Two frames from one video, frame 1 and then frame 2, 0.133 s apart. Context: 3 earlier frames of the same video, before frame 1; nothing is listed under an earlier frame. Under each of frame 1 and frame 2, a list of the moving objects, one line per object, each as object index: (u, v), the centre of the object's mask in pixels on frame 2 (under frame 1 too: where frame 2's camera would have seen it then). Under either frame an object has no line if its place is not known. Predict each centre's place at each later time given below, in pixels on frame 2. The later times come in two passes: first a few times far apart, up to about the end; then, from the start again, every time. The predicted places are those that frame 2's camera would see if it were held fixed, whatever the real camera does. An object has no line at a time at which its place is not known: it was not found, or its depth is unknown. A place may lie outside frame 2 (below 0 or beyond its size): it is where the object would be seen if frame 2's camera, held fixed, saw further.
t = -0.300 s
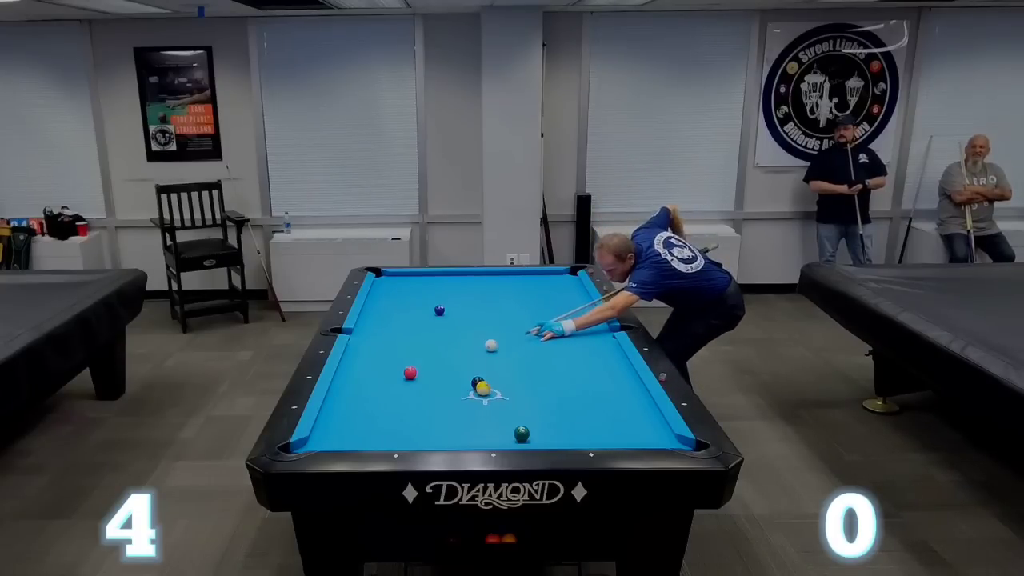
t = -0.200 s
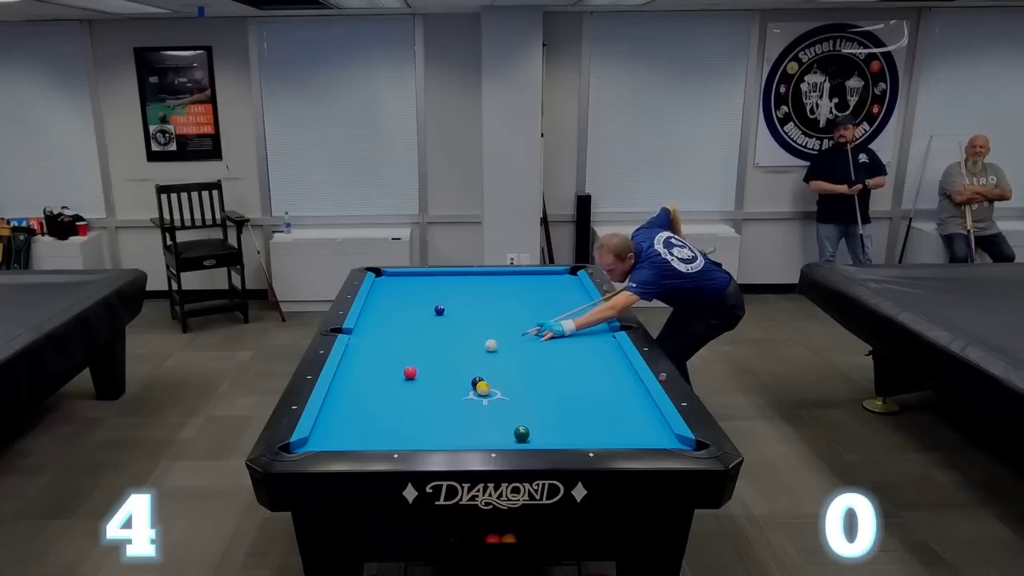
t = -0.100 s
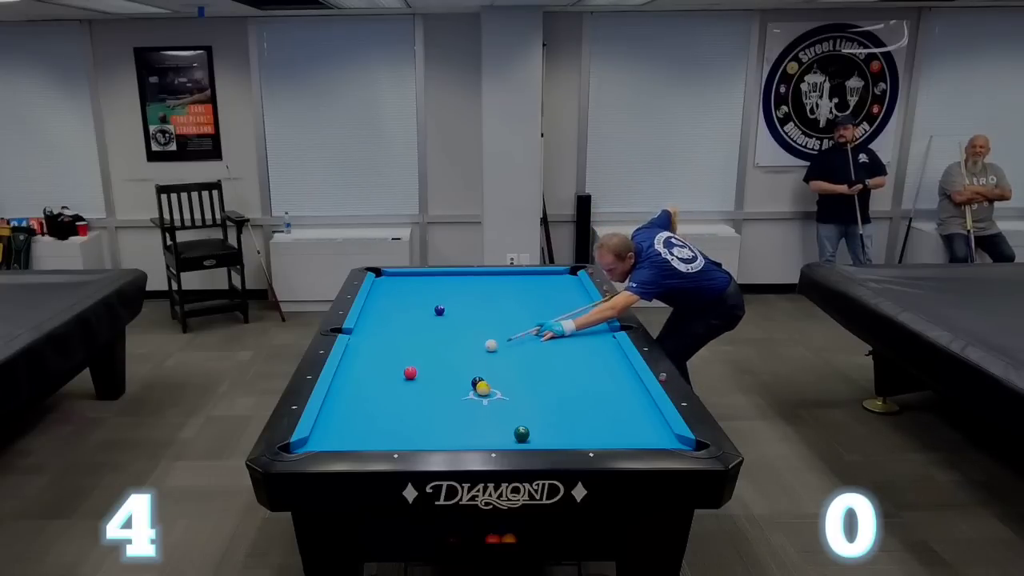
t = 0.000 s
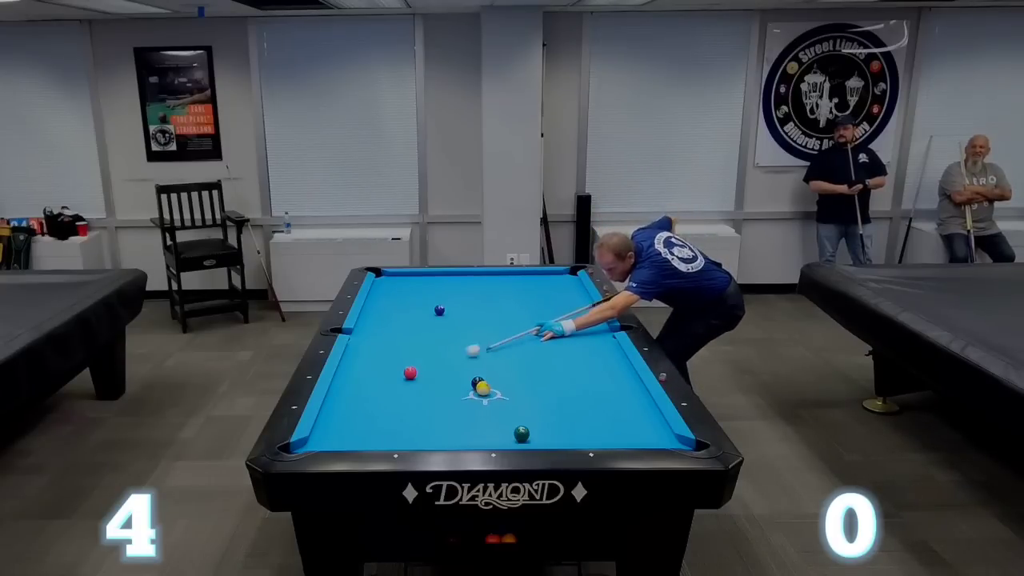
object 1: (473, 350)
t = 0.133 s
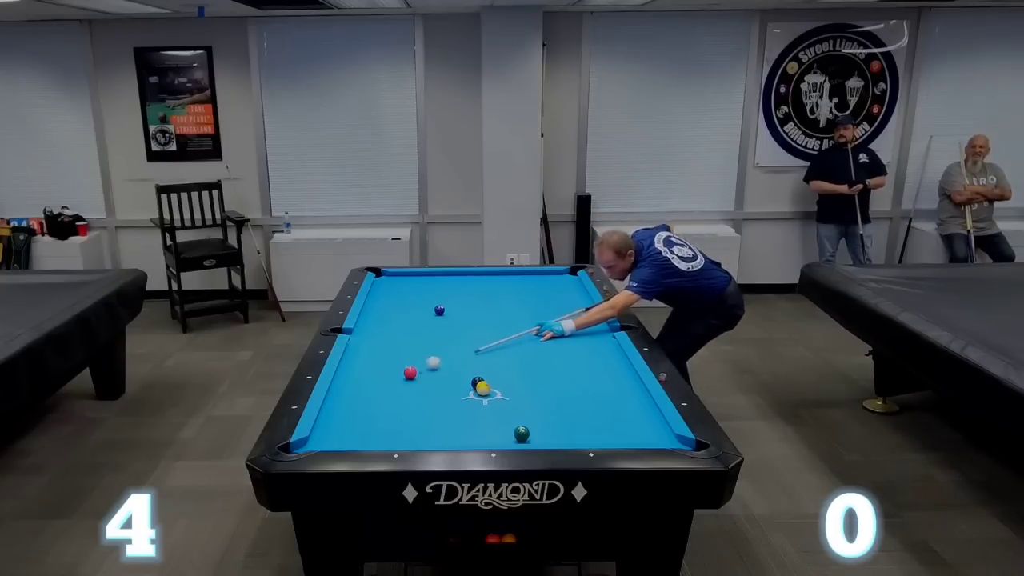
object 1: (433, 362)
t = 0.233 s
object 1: (412, 366)
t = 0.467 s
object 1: (387, 365)
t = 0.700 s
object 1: (363, 364)
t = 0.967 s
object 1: (351, 361)
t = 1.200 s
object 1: (365, 358)
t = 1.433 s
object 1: (377, 355)
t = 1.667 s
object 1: (389, 352)
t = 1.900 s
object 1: (400, 350)
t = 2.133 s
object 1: (410, 348)
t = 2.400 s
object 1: (420, 345)
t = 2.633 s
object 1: (428, 343)
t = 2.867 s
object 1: (436, 342)
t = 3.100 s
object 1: (442, 340)
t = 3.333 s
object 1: (448, 339)
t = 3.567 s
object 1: (453, 338)
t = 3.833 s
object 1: (458, 338)
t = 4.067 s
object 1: (461, 337)
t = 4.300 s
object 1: (464, 336)
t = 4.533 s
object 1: (465, 335)
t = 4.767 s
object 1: (467, 335)
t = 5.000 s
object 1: (467, 335)
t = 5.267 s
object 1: (467, 335)
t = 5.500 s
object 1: (467, 335)
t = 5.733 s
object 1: (467, 335)
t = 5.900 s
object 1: (467, 335)
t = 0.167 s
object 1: (424, 365)
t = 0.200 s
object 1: (417, 366)
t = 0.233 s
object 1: (412, 366)
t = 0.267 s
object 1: (408, 366)
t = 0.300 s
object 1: (404, 367)
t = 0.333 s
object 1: (401, 366)
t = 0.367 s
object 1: (397, 366)
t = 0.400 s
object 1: (393, 366)
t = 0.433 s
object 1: (390, 365)
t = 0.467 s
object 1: (387, 365)
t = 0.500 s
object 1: (383, 365)
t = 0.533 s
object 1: (380, 365)
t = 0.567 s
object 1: (376, 365)
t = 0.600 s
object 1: (373, 364)
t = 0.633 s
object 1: (370, 364)
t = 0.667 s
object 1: (366, 364)
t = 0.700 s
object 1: (363, 364)
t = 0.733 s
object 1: (360, 363)
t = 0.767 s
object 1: (356, 363)
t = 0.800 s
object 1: (353, 363)
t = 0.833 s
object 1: (350, 363)
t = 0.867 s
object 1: (347, 362)
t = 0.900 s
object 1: (346, 362)
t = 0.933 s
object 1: (348, 361)
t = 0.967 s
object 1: (351, 361)
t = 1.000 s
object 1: (352, 360)
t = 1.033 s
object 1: (355, 360)
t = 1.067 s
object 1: (357, 360)
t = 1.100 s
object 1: (359, 359)
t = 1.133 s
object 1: (361, 358)
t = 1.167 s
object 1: (362, 358)
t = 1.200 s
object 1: (365, 358)
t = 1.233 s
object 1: (366, 357)
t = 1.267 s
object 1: (368, 357)
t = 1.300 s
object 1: (370, 356)
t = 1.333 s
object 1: (372, 356)
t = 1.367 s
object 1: (374, 356)
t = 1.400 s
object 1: (376, 355)
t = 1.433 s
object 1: (377, 355)
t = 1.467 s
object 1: (379, 355)
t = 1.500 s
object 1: (381, 354)
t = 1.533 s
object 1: (383, 354)
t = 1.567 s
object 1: (384, 353)
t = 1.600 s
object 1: (386, 353)
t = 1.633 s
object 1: (388, 352)
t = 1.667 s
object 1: (389, 352)
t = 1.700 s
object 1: (391, 352)
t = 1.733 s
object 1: (392, 351)
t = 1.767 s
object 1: (394, 351)
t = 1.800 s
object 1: (396, 351)
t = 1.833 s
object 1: (397, 350)
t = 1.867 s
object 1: (399, 350)
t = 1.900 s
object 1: (400, 350)
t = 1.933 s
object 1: (402, 349)
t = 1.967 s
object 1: (403, 349)
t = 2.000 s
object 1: (405, 349)
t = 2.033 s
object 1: (406, 348)
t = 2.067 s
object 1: (407, 348)
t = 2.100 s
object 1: (409, 348)
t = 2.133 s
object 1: (410, 348)
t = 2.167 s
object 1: (412, 347)
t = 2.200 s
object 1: (413, 347)
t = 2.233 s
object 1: (414, 347)
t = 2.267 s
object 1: (415, 346)
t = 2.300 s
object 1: (417, 346)
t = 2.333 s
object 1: (418, 346)
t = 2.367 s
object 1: (419, 345)
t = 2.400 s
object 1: (420, 345)
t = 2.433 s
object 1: (422, 345)
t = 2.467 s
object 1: (423, 344)
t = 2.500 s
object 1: (424, 345)
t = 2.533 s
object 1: (425, 344)
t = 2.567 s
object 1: (426, 344)
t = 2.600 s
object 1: (427, 344)
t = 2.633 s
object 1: (428, 343)
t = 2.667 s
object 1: (430, 343)
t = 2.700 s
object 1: (430, 343)
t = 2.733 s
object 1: (432, 343)
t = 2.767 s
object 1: (433, 343)
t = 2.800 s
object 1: (434, 342)
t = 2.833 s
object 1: (435, 342)
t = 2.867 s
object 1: (436, 342)
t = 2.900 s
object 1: (437, 342)
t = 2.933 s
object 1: (438, 342)
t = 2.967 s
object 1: (439, 341)
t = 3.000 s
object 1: (440, 341)
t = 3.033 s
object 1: (441, 341)
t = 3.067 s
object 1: (441, 341)
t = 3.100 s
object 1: (442, 340)
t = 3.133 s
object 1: (443, 340)
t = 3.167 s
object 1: (444, 340)
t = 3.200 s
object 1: (445, 340)
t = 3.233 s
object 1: (446, 340)
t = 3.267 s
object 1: (446, 340)
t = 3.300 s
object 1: (447, 339)
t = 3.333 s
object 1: (448, 339)
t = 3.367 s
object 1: (449, 339)
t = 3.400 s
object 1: (450, 339)
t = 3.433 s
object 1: (450, 339)
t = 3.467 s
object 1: (451, 339)
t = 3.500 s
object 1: (452, 339)
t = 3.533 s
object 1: (452, 338)
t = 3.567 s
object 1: (453, 338)
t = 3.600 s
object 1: (454, 338)
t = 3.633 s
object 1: (454, 338)
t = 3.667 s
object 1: (455, 338)
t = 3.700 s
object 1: (456, 338)
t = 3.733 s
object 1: (456, 338)
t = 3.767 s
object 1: (457, 338)
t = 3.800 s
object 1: (457, 338)
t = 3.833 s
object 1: (458, 338)
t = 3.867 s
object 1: (458, 337)
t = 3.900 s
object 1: (459, 337)
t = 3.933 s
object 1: (459, 337)
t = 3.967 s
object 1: (460, 337)
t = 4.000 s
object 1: (460, 337)
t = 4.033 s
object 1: (461, 337)
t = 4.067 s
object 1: (461, 337)
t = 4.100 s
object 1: (461, 337)
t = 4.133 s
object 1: (462, 336)
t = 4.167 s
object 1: (462, 336)
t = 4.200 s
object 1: (463, 336)
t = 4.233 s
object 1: (463, 336)
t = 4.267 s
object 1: (463, 336)
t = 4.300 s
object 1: (464, 336)
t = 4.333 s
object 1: (464, 336)
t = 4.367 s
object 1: (464, 336)
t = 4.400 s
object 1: (465, 336)
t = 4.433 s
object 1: (465, 336)
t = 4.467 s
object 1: (465, 336)
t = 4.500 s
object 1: (465, 335)
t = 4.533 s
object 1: (465, 335)
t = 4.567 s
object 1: (466, 335)
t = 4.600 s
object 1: (466, 335)
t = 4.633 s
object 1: (466, 335)
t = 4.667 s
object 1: (466, 335)
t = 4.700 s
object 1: (466, 335)
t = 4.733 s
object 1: (466, 335)
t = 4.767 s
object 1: (467, 335)
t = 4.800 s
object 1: (467, 335)
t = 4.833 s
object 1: (467, 335)
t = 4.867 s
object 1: (467, 335)
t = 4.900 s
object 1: (467, 335)
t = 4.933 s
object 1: (467, 335)
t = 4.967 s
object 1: (467, 335)
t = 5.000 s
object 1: (467, 335)
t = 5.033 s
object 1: (467, 335)
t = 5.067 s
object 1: (467, 335)
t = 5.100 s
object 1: (467, 335)
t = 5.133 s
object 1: (467, 335)
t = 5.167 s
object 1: (467, 335)
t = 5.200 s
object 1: (467, 335)
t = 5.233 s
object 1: (467, 335)
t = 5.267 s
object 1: (467, 335)
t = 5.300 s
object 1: (467, 335)
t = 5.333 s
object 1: (467, 335)
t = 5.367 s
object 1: (467, 335)
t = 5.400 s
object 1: (467, 335)
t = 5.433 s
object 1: (467, 335)
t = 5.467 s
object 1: (467, 335)
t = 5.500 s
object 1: (467, 335)
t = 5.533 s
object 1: (467, 335)
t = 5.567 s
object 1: (467, 335)
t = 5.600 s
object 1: (467, 335)
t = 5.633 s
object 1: (467, 335)
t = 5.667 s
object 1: (467, 335)
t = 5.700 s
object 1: (467, 335)
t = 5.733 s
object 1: (467, 335)
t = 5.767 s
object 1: (467, 335)
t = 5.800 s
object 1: (467, 335)
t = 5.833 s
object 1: (467, 335)
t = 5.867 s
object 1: (467, 335)
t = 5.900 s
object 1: (467, 335)
